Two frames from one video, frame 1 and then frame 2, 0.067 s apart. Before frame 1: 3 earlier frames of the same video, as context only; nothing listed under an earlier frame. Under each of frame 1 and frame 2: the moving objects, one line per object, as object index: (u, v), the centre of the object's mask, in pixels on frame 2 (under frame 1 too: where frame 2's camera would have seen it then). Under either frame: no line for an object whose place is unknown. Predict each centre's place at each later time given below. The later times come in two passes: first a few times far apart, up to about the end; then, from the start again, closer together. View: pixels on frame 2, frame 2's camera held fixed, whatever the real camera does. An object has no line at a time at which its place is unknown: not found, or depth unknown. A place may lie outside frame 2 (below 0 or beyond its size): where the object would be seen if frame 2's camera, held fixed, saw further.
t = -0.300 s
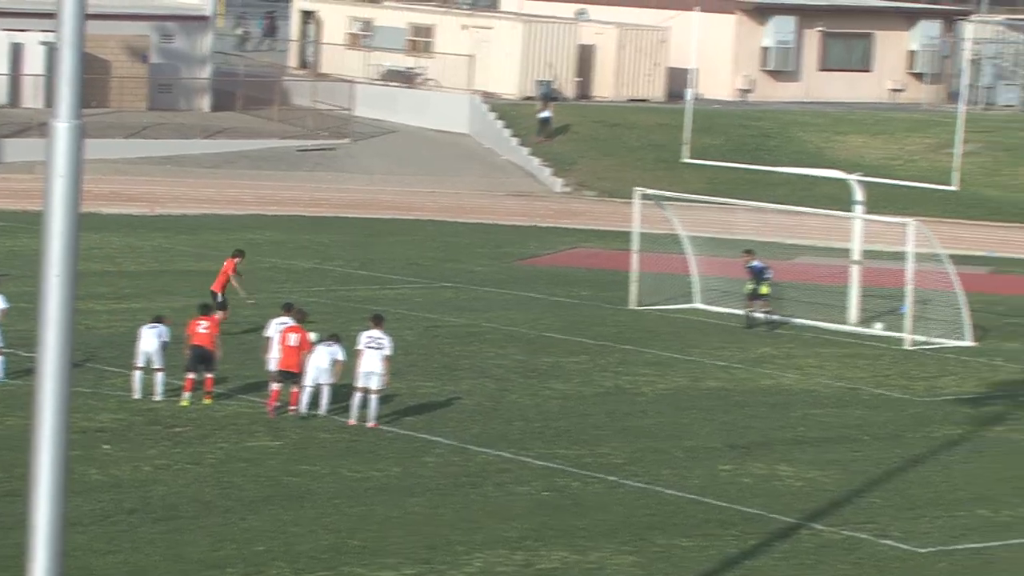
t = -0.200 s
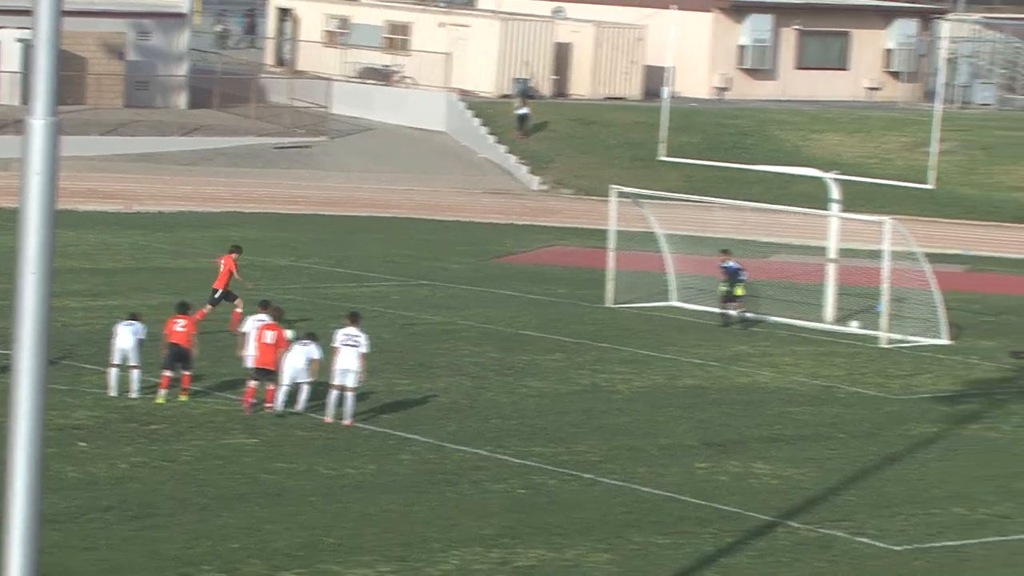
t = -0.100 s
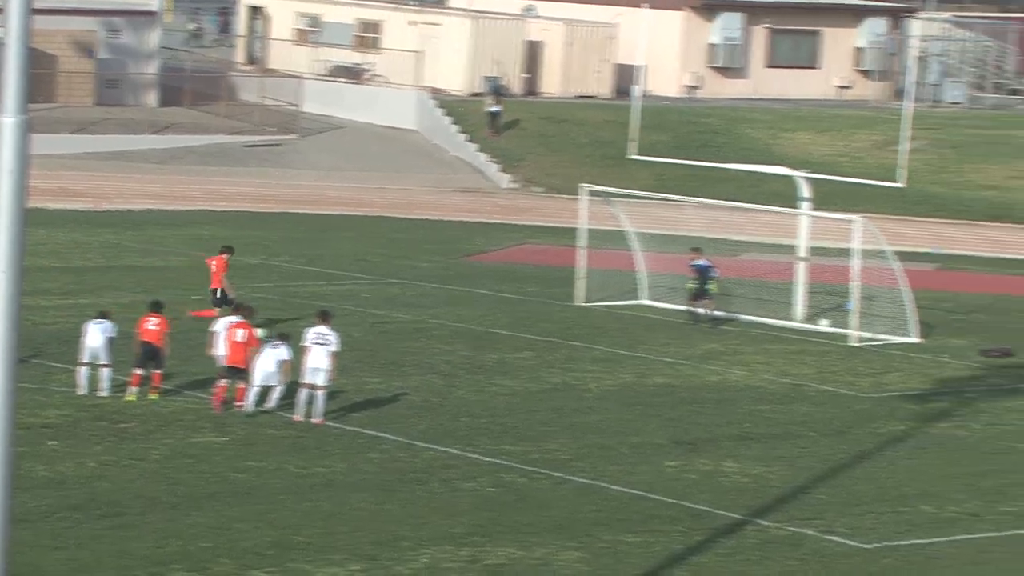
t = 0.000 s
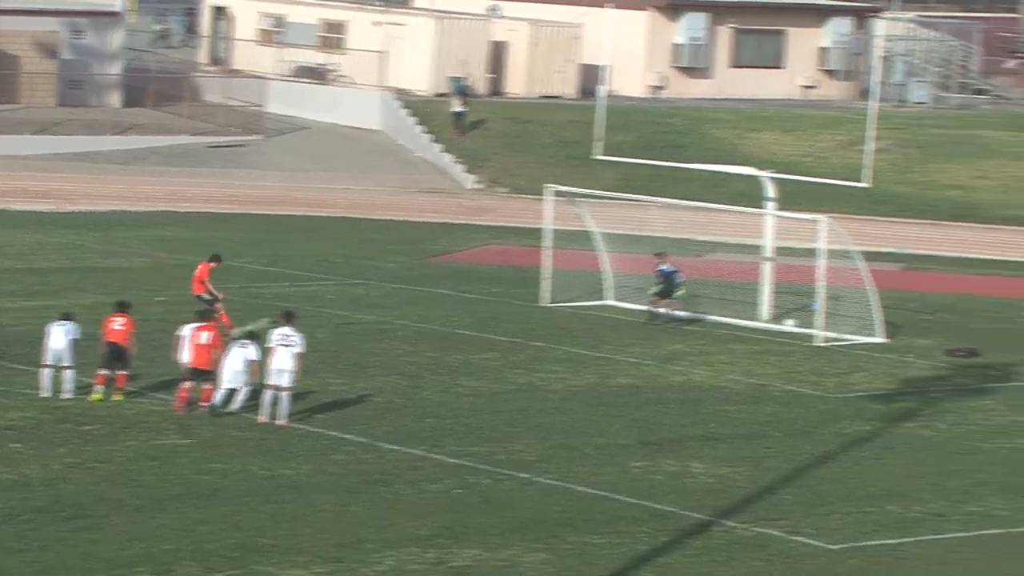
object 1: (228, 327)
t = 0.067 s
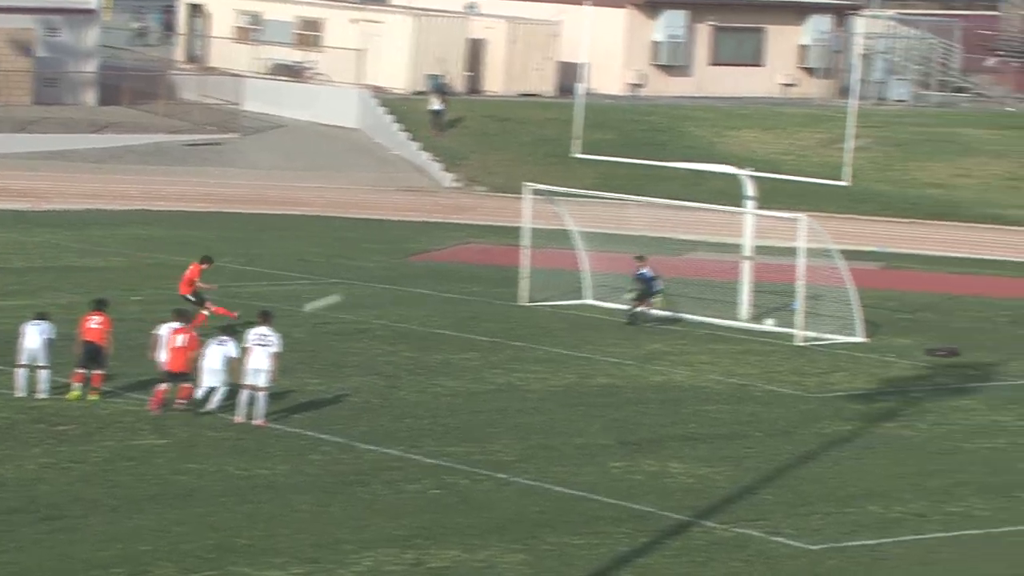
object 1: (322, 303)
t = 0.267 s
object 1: (584, 246)
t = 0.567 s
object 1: (723, 249)
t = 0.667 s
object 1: (674, 284)
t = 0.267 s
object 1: (584, 246)
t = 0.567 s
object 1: (723, 249)
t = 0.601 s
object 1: (709, 260)
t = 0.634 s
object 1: (691, 272)
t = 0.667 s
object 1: (674, 284)
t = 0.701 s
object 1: (656, 297)
